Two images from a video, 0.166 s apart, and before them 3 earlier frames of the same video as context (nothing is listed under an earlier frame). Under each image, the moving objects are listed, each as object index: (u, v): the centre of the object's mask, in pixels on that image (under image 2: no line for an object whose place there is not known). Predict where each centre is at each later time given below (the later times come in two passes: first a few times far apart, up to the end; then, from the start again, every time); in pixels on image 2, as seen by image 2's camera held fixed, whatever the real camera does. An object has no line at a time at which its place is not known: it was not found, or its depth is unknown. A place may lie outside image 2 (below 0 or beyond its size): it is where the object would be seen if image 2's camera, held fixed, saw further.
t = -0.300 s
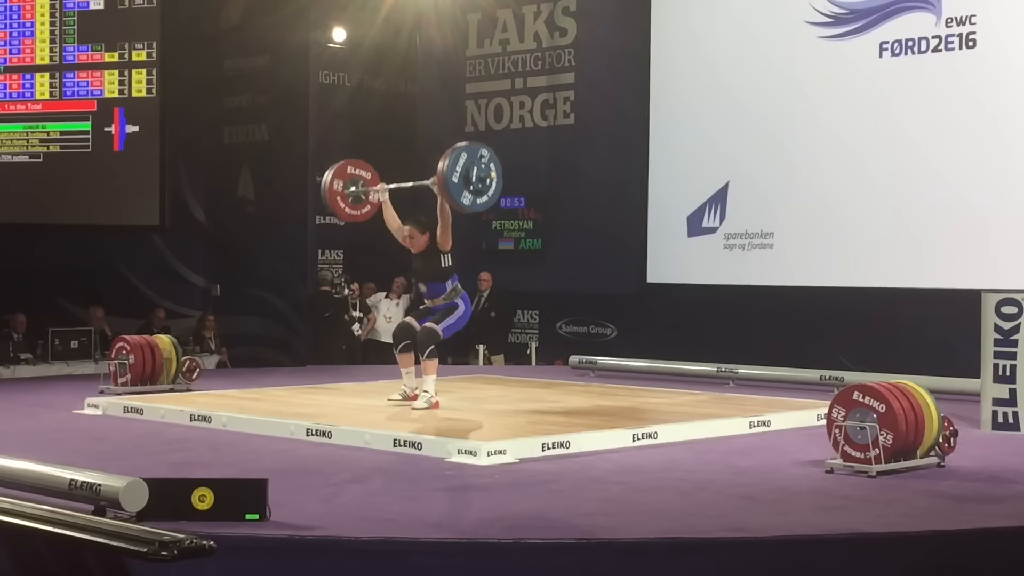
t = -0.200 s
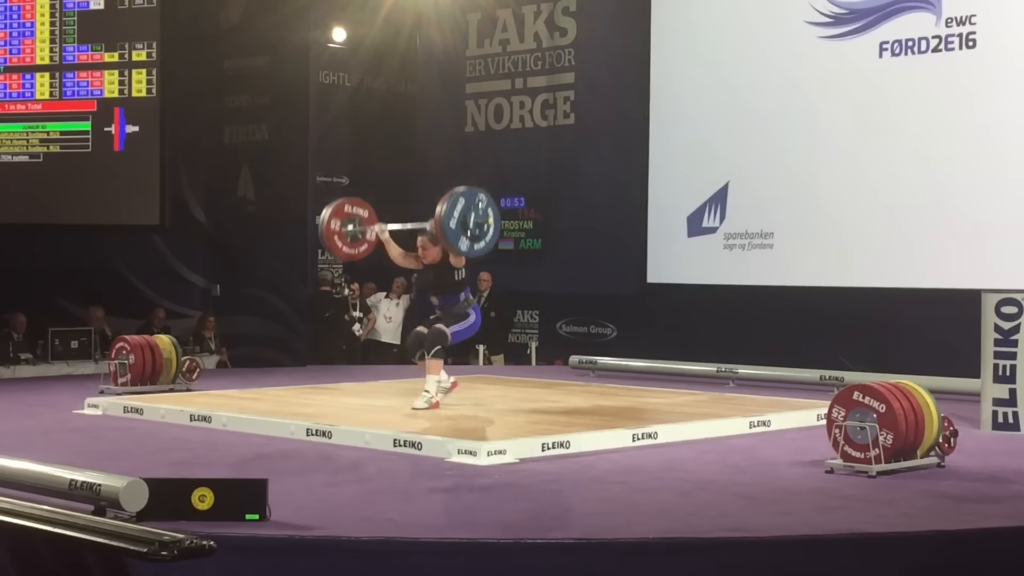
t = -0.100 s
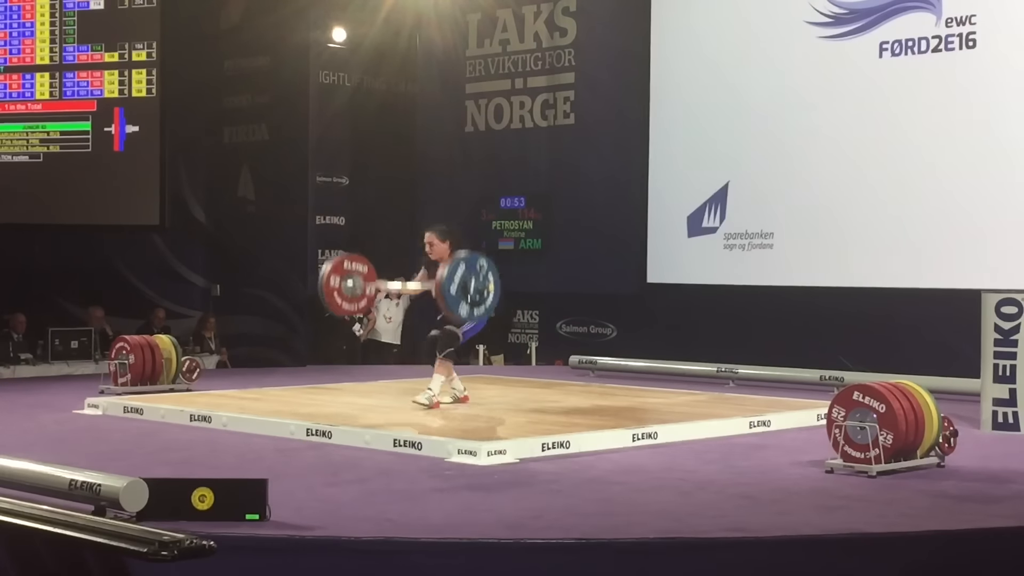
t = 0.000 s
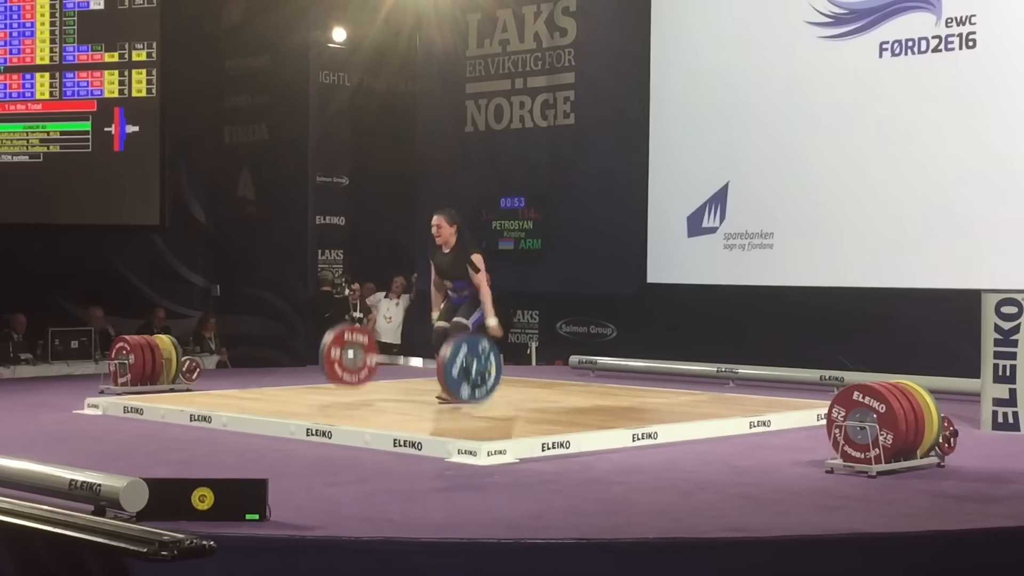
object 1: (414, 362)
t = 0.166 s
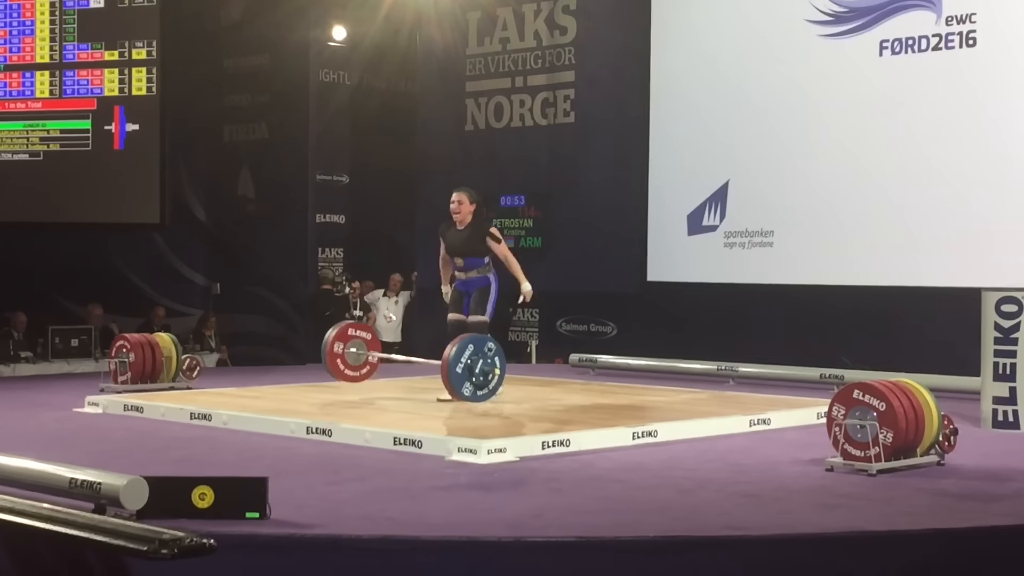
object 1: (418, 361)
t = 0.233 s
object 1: (419, 363)
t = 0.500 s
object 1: (423, 373)
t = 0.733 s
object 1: (426, 373)
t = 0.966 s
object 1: (427, 373)
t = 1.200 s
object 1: (429, 372)
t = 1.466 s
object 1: (430, 373)
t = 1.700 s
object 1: (430, 373)
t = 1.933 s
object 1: (430, 373)
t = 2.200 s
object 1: (430, 373)
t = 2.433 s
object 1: (430, 373)
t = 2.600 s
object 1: (429, 373)
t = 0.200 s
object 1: (418, 361)
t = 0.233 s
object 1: (419, 363)
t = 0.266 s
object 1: (419, 366)
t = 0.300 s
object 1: (420, 370)
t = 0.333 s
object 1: (420, 372)
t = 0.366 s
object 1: (421, 373)
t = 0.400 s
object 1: (422, 372)
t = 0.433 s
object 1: (422, 373)
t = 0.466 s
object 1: (423, 373)
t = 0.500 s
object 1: (423, 373)
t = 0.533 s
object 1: (423, 373)
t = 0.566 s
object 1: (424, 373)
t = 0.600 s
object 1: (424, 373)
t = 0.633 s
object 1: (424, 373)
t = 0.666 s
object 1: (425, 373)
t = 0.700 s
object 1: (425, 373)
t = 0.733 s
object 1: (426, 373)
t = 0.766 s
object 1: (426, 373)
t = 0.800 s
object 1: (426, 373)
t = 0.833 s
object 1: (426, 373)
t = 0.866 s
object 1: (426, 373)
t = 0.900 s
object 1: (427, 373)
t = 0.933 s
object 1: (427, 372)
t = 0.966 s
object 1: (427, 373)
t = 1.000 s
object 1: (427, 373)
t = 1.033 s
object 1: (427, 373)
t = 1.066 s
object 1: (429, 373)
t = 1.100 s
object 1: (428, 373)
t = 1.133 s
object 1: (428, 373)
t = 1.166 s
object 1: (428, 373)
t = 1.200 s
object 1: (429, 372)
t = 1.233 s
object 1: (429, 373)
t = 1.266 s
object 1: (429, 373)
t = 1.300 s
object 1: (429, 373)
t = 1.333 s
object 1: (429, 373)
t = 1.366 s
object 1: (429, 373)
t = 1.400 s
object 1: (429, 373)
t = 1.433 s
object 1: (429, 373)
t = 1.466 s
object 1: (430, 373)
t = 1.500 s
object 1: (430, 373)
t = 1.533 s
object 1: (430, 373)
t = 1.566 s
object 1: (430, 373)
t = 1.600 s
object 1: (430, 373)
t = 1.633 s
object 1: (430, 373)
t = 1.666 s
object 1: (430, 372)
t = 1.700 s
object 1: (430, 373)
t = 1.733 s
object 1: (430, 373)
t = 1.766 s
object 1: (430, 373)
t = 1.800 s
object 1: (430, 373)
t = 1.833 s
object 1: (430, 373)
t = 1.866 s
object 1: (430, 373)
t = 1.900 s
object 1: (430, 373)
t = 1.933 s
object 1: (430, 373)
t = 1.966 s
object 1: (430, 373)
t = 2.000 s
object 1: (430, 373)
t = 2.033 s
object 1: (430, 373)
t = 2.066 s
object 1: (430, 373)
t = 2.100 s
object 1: (430, 373)
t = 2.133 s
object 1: (430, 373)
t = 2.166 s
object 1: (430, 373)
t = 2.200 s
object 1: (430, 373)
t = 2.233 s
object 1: (430, 373)
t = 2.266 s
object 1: (430, 373)
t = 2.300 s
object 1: (430, 373)
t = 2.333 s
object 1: (430, 373)
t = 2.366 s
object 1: (430, 373)
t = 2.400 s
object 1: (430, 373)
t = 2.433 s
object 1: (430, 373)
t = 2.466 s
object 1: (430, 373)
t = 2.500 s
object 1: (430, 373)
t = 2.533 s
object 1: (430, 373)
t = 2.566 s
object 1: (430, 373)
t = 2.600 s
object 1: (429, 373)
